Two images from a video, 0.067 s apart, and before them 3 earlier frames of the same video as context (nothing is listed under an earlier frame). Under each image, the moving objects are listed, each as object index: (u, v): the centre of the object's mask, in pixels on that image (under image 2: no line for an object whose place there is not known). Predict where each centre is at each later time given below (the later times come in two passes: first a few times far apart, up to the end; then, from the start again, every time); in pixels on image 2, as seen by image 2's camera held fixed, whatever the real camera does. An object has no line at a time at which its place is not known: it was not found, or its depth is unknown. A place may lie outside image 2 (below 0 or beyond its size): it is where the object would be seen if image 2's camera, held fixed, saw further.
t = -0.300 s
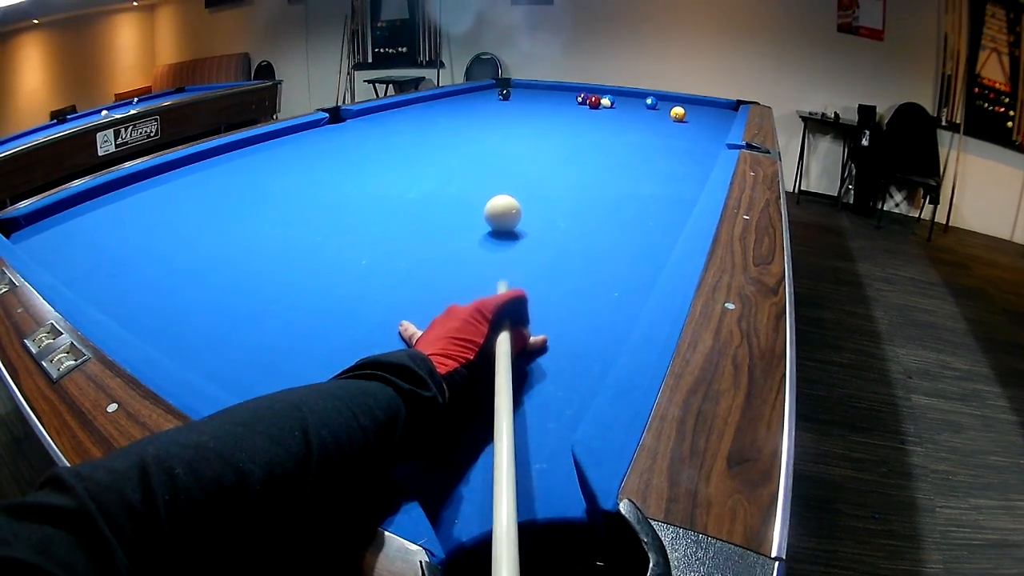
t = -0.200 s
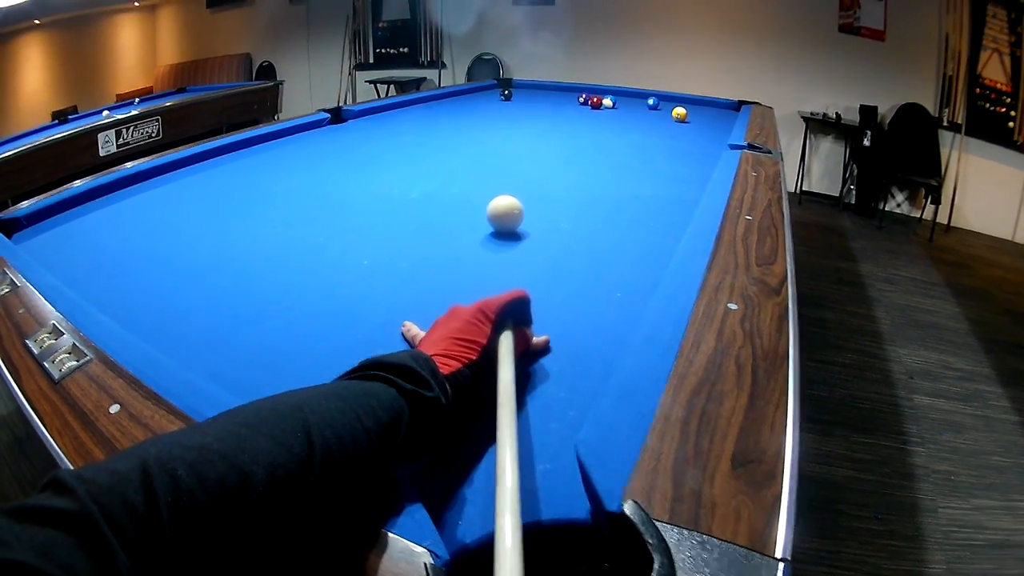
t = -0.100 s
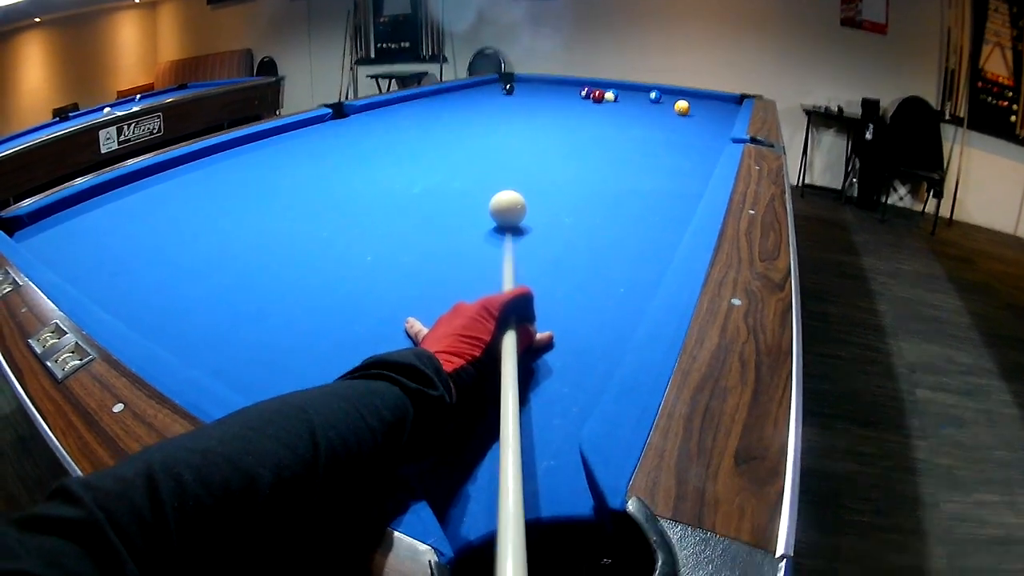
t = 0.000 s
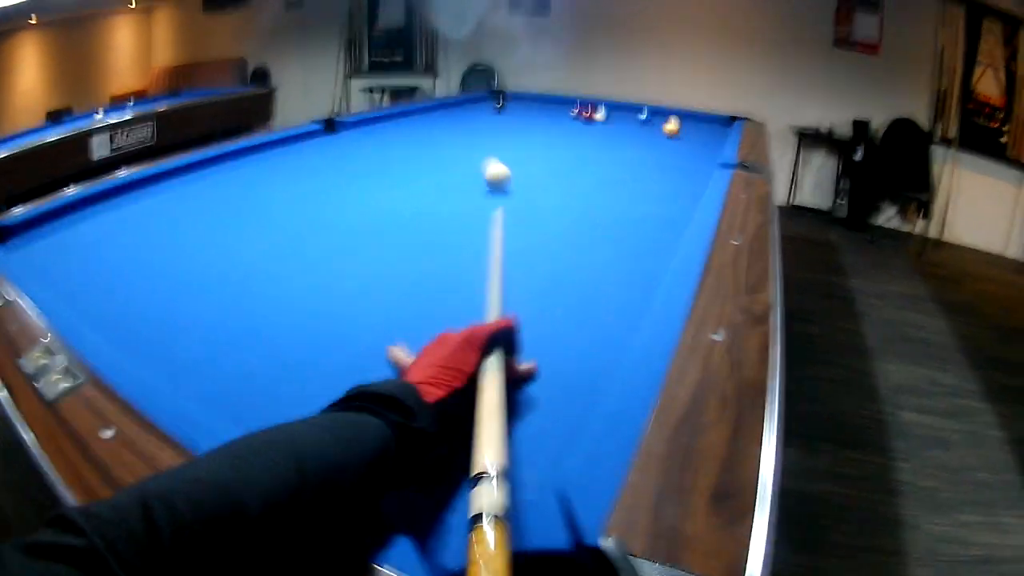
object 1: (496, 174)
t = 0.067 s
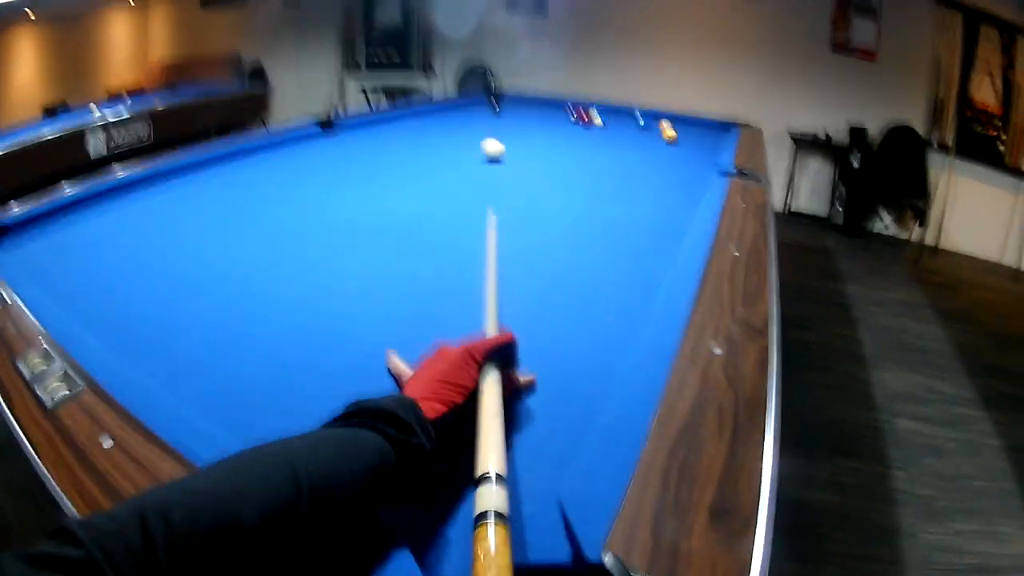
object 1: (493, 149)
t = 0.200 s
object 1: (495, 122)
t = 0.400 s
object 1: (492, 111)
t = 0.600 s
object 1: (489, 113)
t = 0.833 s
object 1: (485, 117)
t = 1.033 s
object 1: (481, 122)
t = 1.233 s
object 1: (478, 129)
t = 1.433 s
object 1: (472, 136)
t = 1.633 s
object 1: (466, 145)
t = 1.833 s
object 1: (457, 155)
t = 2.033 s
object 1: (447, 169)
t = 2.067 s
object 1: (444, 172)
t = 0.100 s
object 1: (495, 138)
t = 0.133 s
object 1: (495, 128)
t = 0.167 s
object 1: (496, 128)
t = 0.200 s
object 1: (495, 122)
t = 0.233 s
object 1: (494, 116)
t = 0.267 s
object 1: (495, 113)
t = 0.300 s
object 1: (494, 113)
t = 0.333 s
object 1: (492, 113)
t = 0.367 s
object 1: (492, 111)
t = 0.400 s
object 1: (492, 111)
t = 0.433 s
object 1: (492, 112)
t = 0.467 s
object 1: (491, 112)
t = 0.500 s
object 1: (491, 113)
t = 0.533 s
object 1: (491, 113)
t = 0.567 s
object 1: (490, 113)
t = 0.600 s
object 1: (489, 113)
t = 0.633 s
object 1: (488, 114)
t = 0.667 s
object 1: (488, 114)
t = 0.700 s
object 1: (488, 115)
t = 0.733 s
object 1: (487, 116)
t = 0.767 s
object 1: (486, 116)
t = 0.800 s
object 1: (486, 116)
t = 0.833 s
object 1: (485, 117)
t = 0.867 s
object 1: (484, 118)
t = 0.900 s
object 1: (484, 118)
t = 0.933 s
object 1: (483, 119)
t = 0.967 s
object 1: (482, 120)
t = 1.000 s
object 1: (482, 121)
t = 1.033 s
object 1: (481, 122)
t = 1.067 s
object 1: (481, 123)
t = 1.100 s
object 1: (480, 124)
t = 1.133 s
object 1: (480, 125)
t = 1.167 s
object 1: (479, 126)
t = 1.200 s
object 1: (479, 127)
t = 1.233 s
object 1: (478, 129)
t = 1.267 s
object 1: (477, 130)
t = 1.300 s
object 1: (476, 131)
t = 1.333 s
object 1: (476, 132)
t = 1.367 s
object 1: (474, 133)
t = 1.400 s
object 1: (474, 135)
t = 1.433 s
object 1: (472, 136)
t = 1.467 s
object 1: (471, 137)
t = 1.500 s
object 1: (470, 139)
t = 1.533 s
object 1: (469, 140)
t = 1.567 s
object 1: (468, 142)
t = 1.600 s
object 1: (467, 143)
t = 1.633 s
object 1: (466, 145)
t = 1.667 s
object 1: (465, 146)
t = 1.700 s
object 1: (463, 148)
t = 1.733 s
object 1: (462, 149)
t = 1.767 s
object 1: (461, 151)
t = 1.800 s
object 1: (459, 153)
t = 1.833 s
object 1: (457, 155)
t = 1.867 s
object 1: (456, 157)
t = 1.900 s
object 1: (454, 159)
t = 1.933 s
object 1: (452, 161)
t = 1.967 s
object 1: (451, 163)
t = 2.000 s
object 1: (449, 166)
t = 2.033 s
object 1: (447, 169)
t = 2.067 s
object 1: (444, 172)
